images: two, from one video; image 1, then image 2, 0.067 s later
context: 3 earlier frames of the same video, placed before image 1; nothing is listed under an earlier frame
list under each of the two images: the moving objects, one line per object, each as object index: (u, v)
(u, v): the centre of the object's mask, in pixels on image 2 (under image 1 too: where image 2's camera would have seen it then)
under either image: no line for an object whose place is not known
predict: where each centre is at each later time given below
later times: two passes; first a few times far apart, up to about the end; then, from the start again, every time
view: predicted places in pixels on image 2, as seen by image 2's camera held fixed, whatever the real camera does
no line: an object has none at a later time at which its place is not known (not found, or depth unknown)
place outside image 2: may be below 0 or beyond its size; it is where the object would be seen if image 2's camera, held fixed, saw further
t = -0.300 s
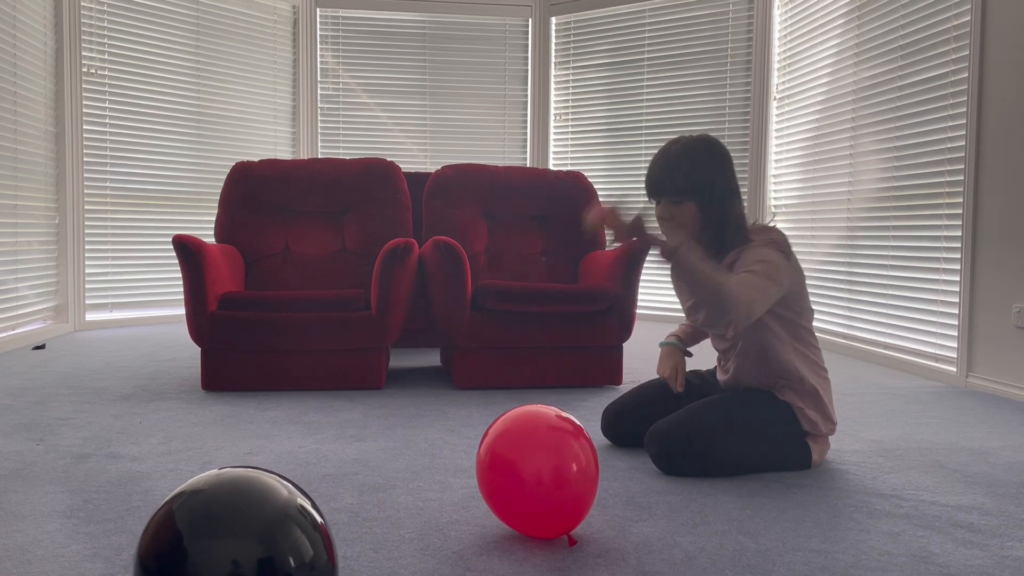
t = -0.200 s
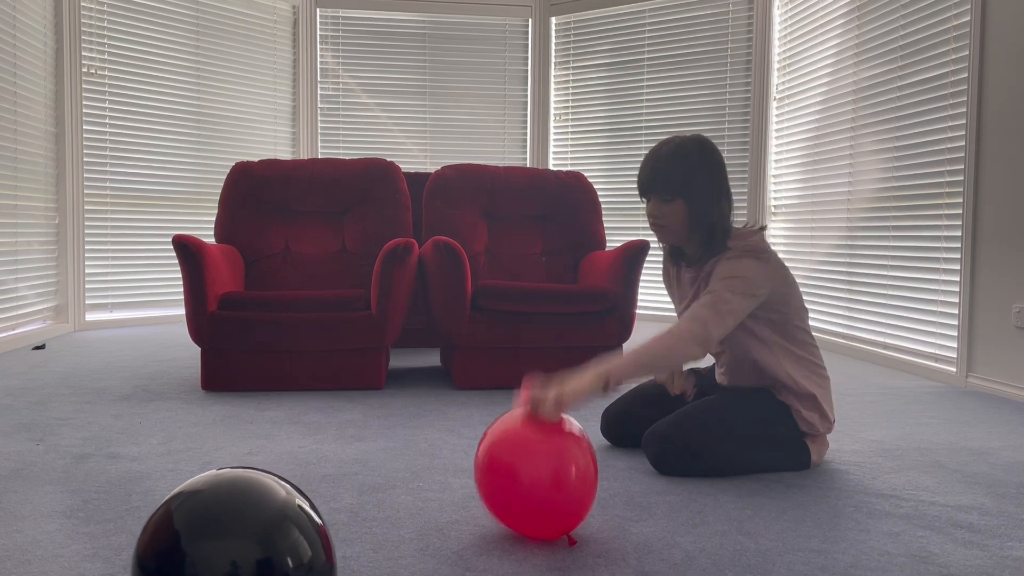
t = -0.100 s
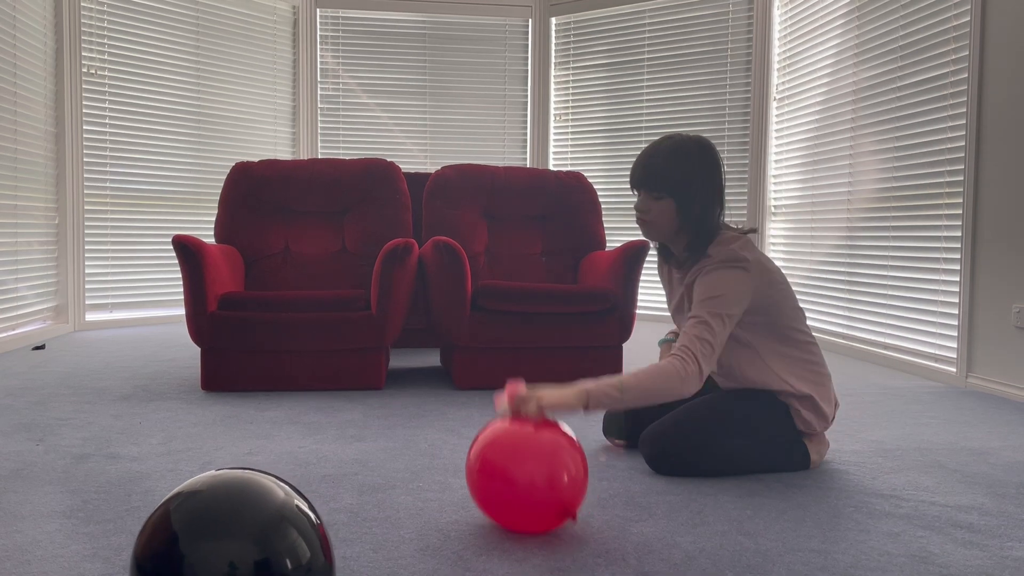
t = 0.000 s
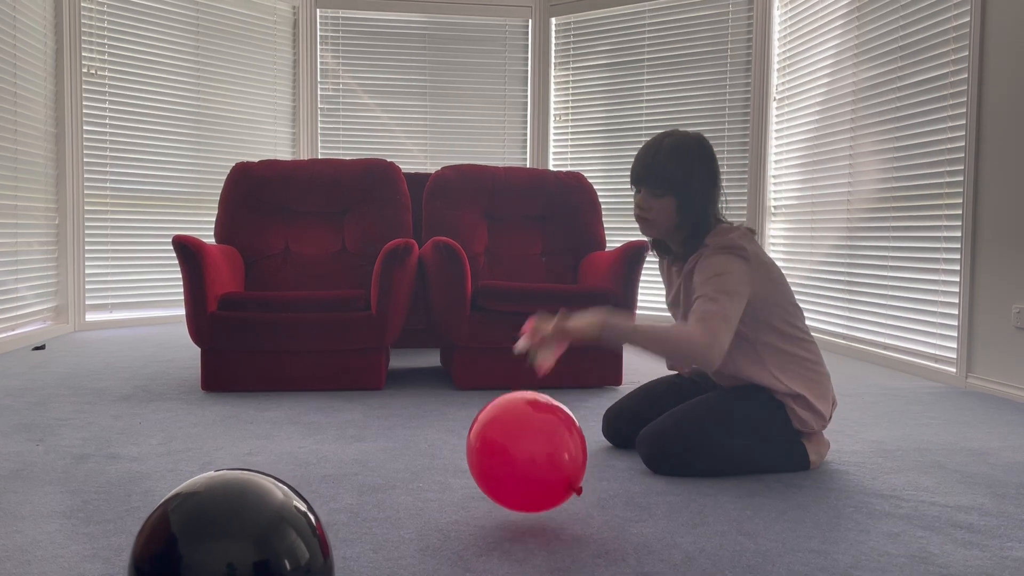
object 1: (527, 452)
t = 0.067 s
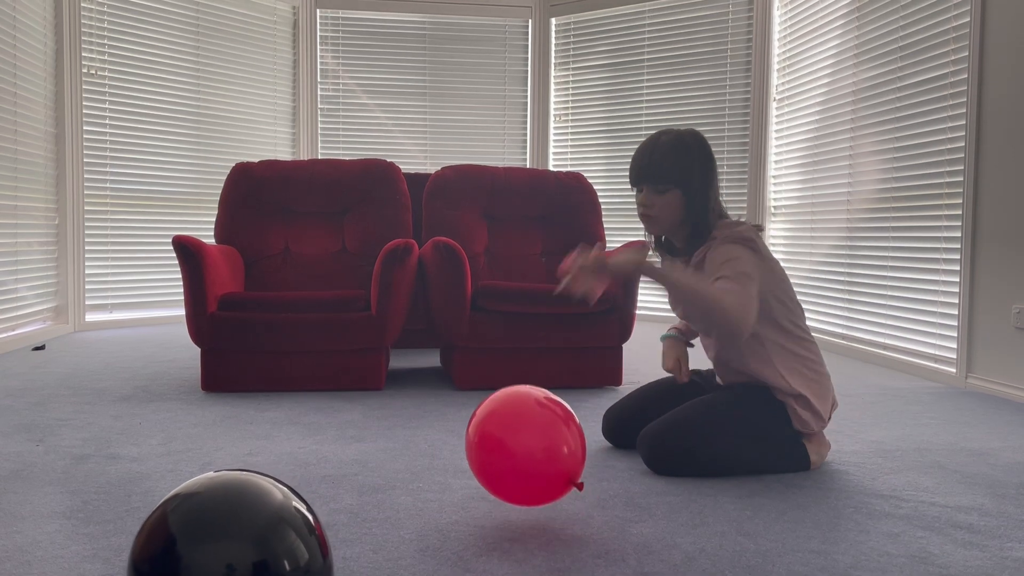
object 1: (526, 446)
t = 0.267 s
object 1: (522, 456)
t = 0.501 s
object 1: (514, 453)
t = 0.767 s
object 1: (498, 454)
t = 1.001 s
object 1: (489, 452)
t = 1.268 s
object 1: (485, 449)
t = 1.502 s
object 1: (489, 447)
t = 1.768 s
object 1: (501, 447)
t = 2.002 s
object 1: (516, 447)
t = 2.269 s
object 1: (530, 446)
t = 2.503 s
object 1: (533, 444)
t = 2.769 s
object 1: (537, 442)
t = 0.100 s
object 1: (525, 445)
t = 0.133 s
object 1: (525, 445)
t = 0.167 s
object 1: (524, 446)
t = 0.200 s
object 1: (523, 449)
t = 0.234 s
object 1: (523, 452)
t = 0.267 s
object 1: (522, 456)
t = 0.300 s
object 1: (521, 461)
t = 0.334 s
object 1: (520, 457)
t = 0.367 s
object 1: (519, 454)
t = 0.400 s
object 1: (517, 452)
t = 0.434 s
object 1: (516, 451)
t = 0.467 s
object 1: (515, 451)
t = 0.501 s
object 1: (514, 453)
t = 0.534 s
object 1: (512, 455)
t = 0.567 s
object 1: (511, 457)
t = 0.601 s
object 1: (509, 456)
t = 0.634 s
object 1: (506, 455)
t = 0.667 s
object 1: (504, 455)
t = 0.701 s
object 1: (502, 456)
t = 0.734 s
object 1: (500, 455)
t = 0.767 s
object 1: (498, 454)
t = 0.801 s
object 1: (497, 454)
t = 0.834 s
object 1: (495, 454)
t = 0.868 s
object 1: (494, 454)
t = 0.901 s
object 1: (492, 453)
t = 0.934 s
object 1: (491, 453)
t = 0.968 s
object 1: (490, 452)
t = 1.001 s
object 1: (489, 452)
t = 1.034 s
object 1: (488, 451)
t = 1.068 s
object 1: (487, 451)
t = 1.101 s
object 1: (487, 451)
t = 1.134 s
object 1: (486, 450)
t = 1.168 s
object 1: (486, 450)
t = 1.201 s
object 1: (485, 450)
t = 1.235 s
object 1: (485, 449)
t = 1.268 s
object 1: (485, 449)
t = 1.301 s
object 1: (485, 449)
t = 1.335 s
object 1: (486, 448)
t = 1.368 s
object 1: (486, 448)
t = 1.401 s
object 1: (487, 448)
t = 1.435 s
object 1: (488, 448)
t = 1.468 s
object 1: (488, 448)
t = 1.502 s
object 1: (489, 447)
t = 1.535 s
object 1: (490, 447)
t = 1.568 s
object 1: (492, 447)
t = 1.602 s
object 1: (493, 447)
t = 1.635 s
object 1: (495, 447)
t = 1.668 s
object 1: (496, 447)
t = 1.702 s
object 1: (498, 447)
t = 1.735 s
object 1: (500, 447)
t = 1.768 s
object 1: (501, 447)
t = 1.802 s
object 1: (503, 447)
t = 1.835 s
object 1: (505, 447)
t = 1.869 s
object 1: (508, 447)
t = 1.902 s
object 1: (510, 447)
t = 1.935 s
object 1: (512, 447)
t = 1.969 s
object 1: (514, 447)
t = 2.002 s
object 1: (516, 447)
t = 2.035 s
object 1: (518, 447)
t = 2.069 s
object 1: (520, 447)
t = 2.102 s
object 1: (523, 447)
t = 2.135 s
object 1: (525, 446)
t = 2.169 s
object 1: (526, 446)
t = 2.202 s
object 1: (528, 447)
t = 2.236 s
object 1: (529, 446)
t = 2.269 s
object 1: (530, 446)
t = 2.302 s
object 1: (530, 446)
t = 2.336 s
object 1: (531, 446)
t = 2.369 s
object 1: (531, 445)
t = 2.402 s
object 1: (532, 445)
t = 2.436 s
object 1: (532, 445)
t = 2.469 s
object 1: (533, 444)
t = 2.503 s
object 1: (533, 444)
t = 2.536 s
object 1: (534, 444)
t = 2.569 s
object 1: (534, 443)
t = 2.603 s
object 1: (534, 443)
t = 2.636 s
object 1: (535, 443)
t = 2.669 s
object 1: (535, 443)
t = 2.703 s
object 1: (536, 442)
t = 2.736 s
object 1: (536, 442)
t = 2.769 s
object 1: (537, 442)
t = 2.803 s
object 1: (537, 442)
